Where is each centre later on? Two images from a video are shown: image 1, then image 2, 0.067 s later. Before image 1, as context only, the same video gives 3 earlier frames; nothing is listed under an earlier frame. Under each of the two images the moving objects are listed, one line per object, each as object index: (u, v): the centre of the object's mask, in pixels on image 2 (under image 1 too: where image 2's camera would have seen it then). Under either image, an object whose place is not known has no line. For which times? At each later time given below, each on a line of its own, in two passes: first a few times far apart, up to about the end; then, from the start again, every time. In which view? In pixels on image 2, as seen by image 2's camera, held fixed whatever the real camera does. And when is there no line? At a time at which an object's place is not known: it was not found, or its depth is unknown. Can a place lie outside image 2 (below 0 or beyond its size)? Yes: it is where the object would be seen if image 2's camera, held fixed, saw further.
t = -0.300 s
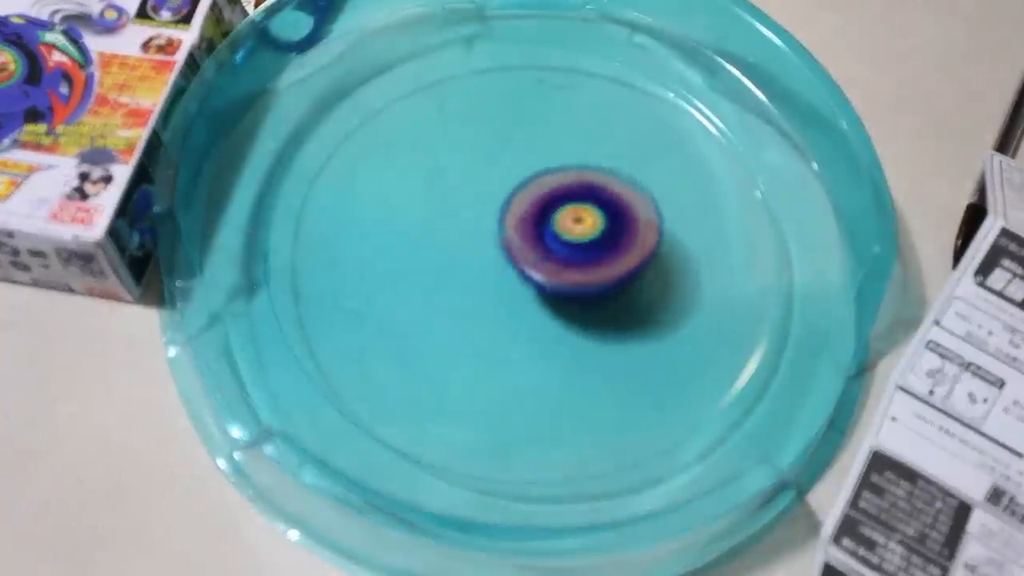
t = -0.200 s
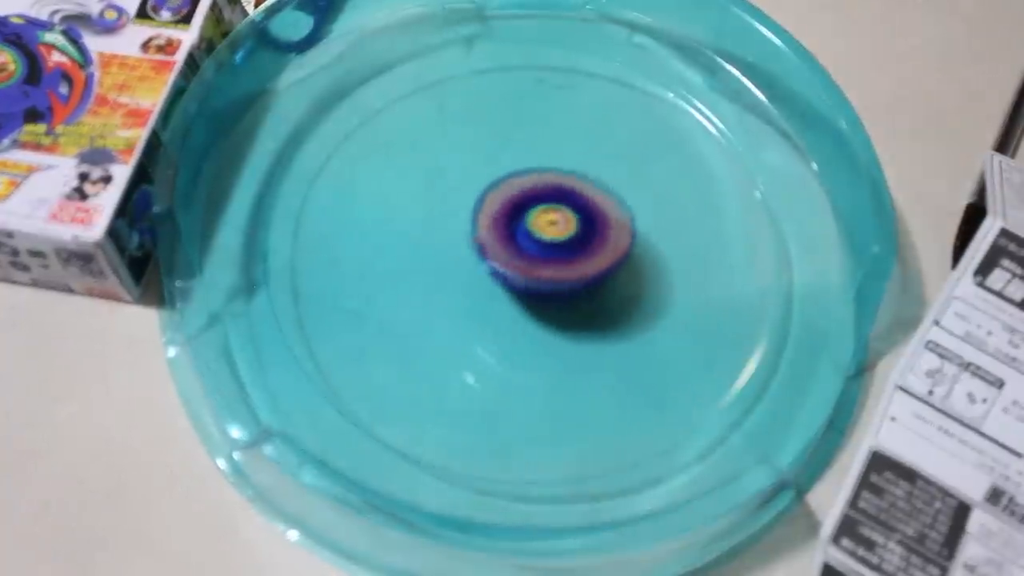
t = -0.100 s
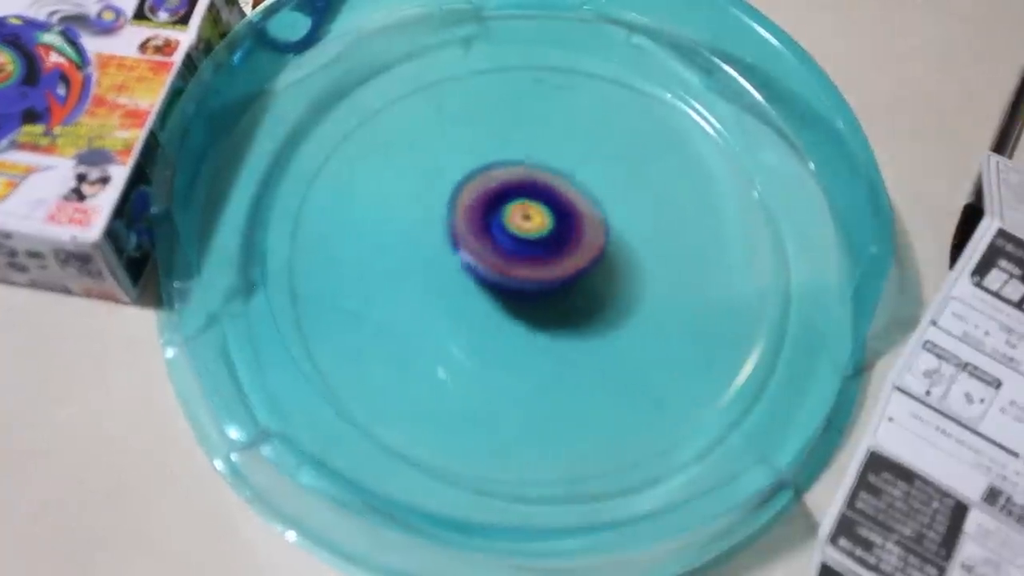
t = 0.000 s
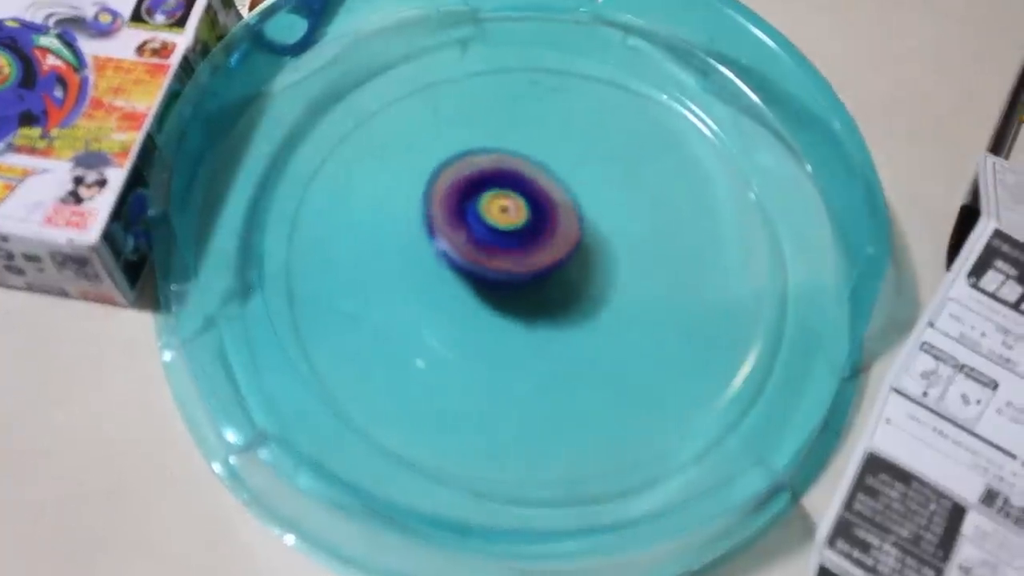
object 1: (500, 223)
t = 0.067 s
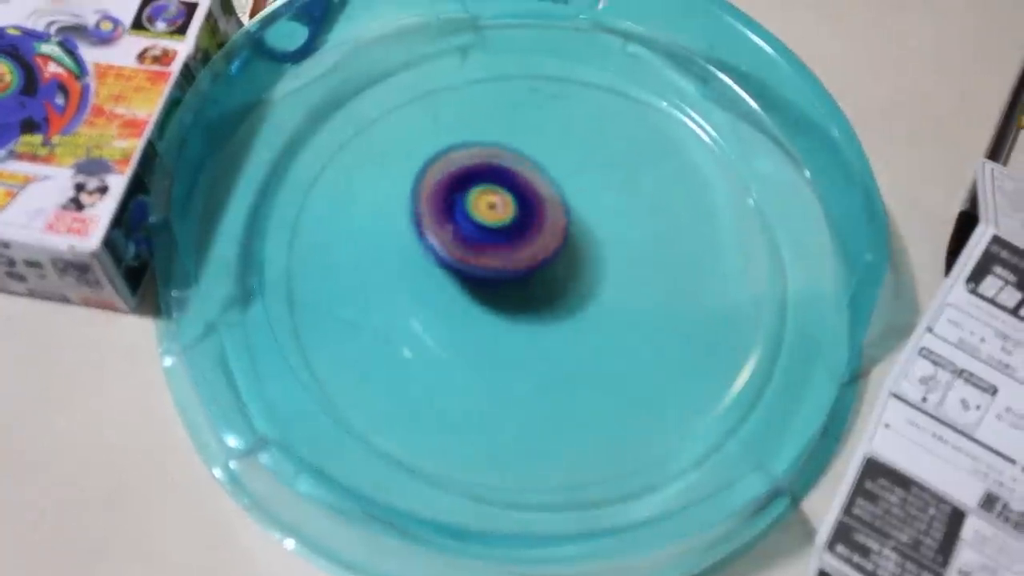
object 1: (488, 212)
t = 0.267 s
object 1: (474, 175)
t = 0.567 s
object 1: (501, 191)
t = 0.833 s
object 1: (521, 245)
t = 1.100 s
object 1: (513, 294)
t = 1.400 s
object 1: (521, 269)
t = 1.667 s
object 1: (557, 223)
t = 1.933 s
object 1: (583, 196)
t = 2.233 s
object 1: (536, 212)
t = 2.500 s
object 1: (477, 218)
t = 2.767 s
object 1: (463, 217)
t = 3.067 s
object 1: (524, 237)
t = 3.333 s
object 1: (579, 260)
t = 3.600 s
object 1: (571, 243)
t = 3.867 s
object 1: (528, 204)
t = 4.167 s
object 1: (497, 183)
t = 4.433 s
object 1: (510, 227)
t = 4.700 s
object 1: (539, 267)
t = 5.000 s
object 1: (563, 257)
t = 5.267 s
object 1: (556, 210)
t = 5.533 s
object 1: (519, 189)
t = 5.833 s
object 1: (511, 231)
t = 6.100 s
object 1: (545, 257)
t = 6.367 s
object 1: (562, 239)
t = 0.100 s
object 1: (483, 205)
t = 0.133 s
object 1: (480, 198)
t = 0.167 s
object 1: (477, 192)
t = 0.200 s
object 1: (475, 185)
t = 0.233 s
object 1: (474, 180)
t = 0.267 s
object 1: (474, 175)
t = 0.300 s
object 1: (475, 172)
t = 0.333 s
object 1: (474, 169)
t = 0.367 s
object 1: (478, 169)
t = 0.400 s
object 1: (477, 171)
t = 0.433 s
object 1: (479, 170)
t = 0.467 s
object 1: (486, 175)
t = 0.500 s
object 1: (489, 179)
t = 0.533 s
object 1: (495, 184)
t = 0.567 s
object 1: (501, 191)
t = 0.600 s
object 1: (506, 199)
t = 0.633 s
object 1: (508, 205)
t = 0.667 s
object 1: (512, 211)
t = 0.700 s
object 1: (515, 217)
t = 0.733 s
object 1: (517, 225)
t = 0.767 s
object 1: (518, 232)
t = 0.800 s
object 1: (520, 239)
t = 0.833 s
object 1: (521, 245)
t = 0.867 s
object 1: (522, 252)
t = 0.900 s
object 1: (522, 259)
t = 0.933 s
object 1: (521, 267)
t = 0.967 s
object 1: (520, 274)
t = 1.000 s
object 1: (518, 279)
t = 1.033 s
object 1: (516, 286)
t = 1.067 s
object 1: (514, 292)
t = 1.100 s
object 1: (513, 294)
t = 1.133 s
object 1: (513, 297)
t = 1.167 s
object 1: (512, 296)
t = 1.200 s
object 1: (513, 296)
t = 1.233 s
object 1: (511, 292)
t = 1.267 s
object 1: (514, 290)
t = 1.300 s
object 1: (514, 286)
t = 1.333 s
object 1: (516, 280)
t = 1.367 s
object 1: (519, 275)
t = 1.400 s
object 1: (521, 269)
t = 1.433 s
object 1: (525, 262)
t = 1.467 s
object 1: (529, 254)
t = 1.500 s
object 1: (535, 249)
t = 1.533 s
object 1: (538, 244)
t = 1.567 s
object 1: (542, 240)
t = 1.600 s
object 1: (546, 234)
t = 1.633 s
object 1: (551, 228)
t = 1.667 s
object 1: (557, 223)
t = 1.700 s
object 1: (562, 219)
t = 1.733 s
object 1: (567, 215)
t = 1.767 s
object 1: (571, 209)
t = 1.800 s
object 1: (577, 204)
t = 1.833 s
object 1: (582, 201)
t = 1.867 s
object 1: (584, 198)
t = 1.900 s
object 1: (585, 195)
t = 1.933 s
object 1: (583, 196)
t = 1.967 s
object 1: (583, 193)
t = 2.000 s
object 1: (580, 198)
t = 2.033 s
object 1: (573, 198)
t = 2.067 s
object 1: (570, 197)
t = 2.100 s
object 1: (567, 202)
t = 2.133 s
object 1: (555, 206)
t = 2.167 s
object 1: (546, 208)
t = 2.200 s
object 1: (540, 209)
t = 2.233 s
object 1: (536, 212)
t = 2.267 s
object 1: (529, 215)
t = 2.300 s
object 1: (518, 216)
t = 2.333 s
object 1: (510, 217)
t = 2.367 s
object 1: (505, 218)
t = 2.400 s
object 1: (501, 220)
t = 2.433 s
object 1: (494, 221)
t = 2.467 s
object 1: (483, 220)
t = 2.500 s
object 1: (477, 218)
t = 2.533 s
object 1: (473, 219)
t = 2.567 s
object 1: (465, 217)
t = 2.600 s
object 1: (461, 215)
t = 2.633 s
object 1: (460, 216)
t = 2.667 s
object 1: (458, 215)
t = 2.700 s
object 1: (461, 214)
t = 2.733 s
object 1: (464, 218)
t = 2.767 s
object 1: (463, 217)
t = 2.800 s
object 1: (470, 217)
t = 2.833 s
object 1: (474, 220)
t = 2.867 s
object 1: (476, 220)
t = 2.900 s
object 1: (486, 220)
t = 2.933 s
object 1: (497, 225)
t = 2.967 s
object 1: (502, 229)
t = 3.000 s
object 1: (506, 231)
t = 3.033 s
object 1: (513, 233)
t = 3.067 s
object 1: (524, 237)
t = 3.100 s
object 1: (534, 243)
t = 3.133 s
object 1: (541, 245)
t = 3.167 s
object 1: (547, 248)
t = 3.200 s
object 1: (555, 249)
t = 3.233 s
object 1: (563, 253)
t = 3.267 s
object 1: (568, 256)
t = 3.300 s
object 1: (573, 258)
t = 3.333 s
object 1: (579, 260)
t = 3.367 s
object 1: (584, 260)
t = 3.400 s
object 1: (585, 259)
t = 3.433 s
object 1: (587, 256)
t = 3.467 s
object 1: (586, 255)
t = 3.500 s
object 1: (581, 252)
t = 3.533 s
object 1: (581, 248)
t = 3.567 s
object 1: (579, 247)
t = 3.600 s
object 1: (571, 243)
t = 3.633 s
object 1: (563, 237)
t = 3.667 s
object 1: (559, 232)
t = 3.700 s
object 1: (555, 229)
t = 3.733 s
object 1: (550, 225)
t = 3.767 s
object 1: (544, 219)
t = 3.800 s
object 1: (538, 213)
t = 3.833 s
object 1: (533, 208)
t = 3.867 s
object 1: (528, 204)
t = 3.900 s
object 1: (524, 200)
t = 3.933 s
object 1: (518, 194)
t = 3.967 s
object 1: (515, 189)
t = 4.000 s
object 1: (510, 185)
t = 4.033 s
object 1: (506, 183)
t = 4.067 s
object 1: (502, 180)
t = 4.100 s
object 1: (499, 181)
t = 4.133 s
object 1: (496, 181)
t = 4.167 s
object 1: (497, 183)
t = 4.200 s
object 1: (495, 188)
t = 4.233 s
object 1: (495, 189)
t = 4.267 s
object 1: (499, 196)
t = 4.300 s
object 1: (499, 200)
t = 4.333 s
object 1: (500, 205)
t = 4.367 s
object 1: (503, 210)
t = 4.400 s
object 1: (506, 219)
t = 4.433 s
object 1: (510, 227)
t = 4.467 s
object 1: (512, 231)
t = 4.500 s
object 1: (515, 235)
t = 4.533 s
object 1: (520, 240)
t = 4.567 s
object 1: (523, 248)
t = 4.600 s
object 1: (526, 254)
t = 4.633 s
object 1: (528, 258)
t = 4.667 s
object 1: (534, 262)
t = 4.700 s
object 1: (539, 267)
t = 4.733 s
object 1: (542, 270)
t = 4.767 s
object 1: (546, 271)
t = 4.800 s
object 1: (551, 273)
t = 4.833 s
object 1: (552, 271)
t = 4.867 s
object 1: (558, 270)
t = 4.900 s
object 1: (558, 268)
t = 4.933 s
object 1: (557, 263)
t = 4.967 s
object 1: (561, 259)
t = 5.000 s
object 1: (563, 257)
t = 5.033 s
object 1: (560, 252)
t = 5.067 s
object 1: (561, 244)
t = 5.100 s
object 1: (562, 238)
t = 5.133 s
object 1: (561, 234)
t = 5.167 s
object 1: (559, 228)
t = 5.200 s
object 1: (557, 220)
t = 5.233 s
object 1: (557, 214)
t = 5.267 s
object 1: (556, 210)
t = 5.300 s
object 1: (552, 206)
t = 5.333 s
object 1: (547, 199)
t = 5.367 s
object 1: (542, 194)
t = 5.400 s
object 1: (539, 192)
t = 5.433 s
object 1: (534, 190)
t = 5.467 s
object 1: (530, 188)
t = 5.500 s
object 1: (526, 190)
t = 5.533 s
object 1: (519, 189)
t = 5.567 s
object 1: (518, 190)
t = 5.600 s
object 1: (514, 194)
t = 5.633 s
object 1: (511, 198)
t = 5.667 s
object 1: (509, 202)
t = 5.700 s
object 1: (508, 208)
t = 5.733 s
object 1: (506, 213)
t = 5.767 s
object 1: (506, 220)
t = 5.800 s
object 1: (509, 225)
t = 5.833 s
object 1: (511, 231)
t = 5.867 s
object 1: (514, 236)
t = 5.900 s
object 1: (515, 240)
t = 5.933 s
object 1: (520, 246)
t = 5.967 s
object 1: (525, 249)
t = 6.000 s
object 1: (531, 253)
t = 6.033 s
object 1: (535, 254)
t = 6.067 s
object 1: (540, 256)
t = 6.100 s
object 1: (545, 257)
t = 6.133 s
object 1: (549, 256)
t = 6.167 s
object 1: (554, 254)
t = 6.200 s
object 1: (556, 254)
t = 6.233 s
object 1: (557, 250)
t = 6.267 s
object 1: (561, 249)
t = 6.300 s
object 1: (560, 245)
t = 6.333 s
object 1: (562, 241)
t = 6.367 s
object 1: (562, 239)
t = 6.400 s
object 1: (560, 233)
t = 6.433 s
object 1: (559, 229)
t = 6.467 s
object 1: (557, 226)
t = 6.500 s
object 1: (553, 220)
